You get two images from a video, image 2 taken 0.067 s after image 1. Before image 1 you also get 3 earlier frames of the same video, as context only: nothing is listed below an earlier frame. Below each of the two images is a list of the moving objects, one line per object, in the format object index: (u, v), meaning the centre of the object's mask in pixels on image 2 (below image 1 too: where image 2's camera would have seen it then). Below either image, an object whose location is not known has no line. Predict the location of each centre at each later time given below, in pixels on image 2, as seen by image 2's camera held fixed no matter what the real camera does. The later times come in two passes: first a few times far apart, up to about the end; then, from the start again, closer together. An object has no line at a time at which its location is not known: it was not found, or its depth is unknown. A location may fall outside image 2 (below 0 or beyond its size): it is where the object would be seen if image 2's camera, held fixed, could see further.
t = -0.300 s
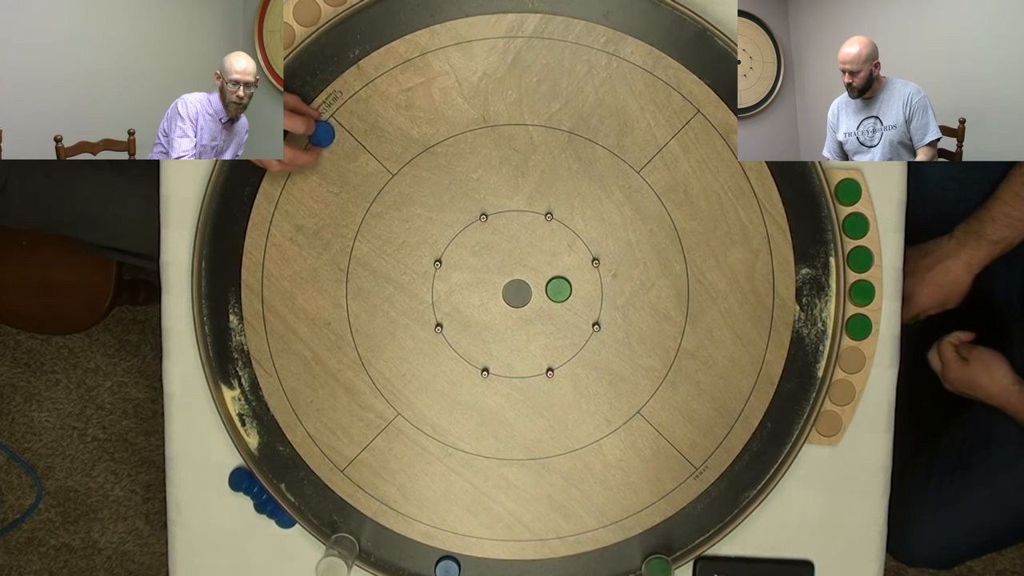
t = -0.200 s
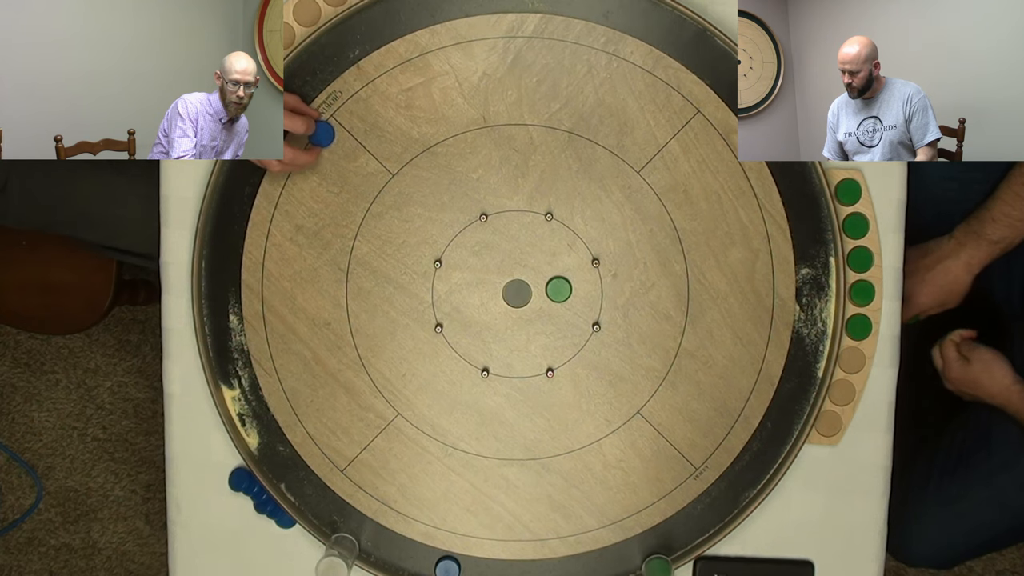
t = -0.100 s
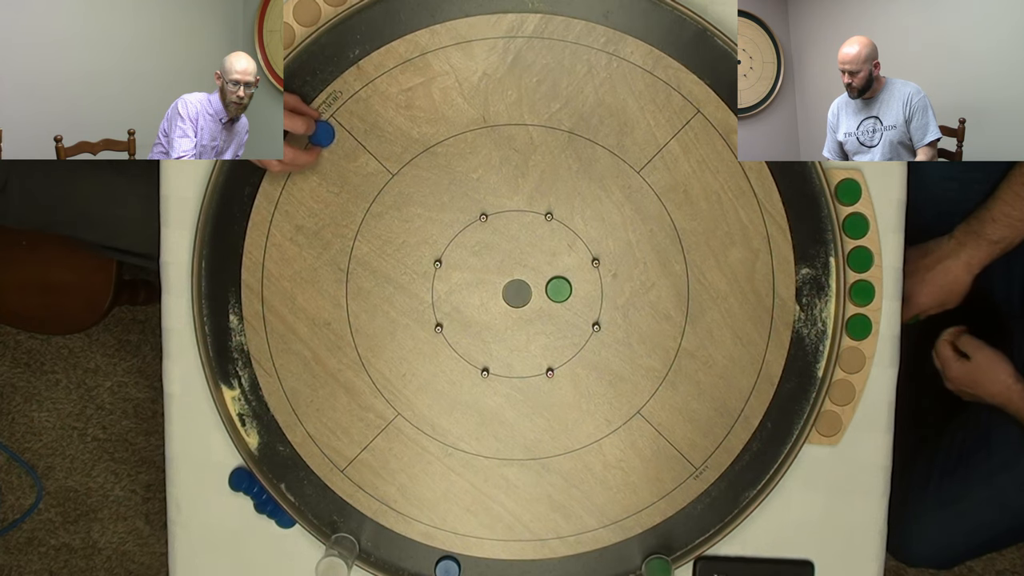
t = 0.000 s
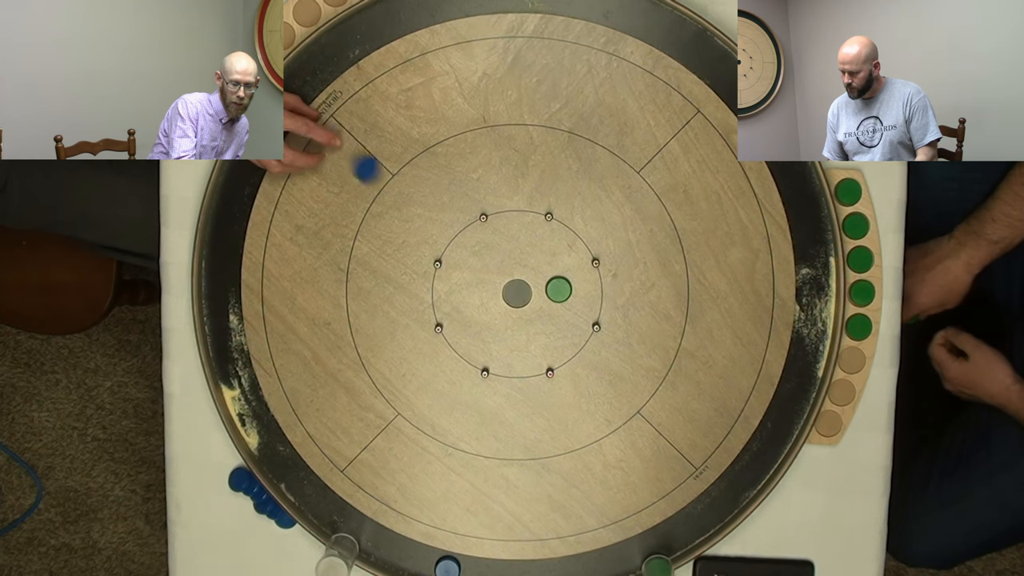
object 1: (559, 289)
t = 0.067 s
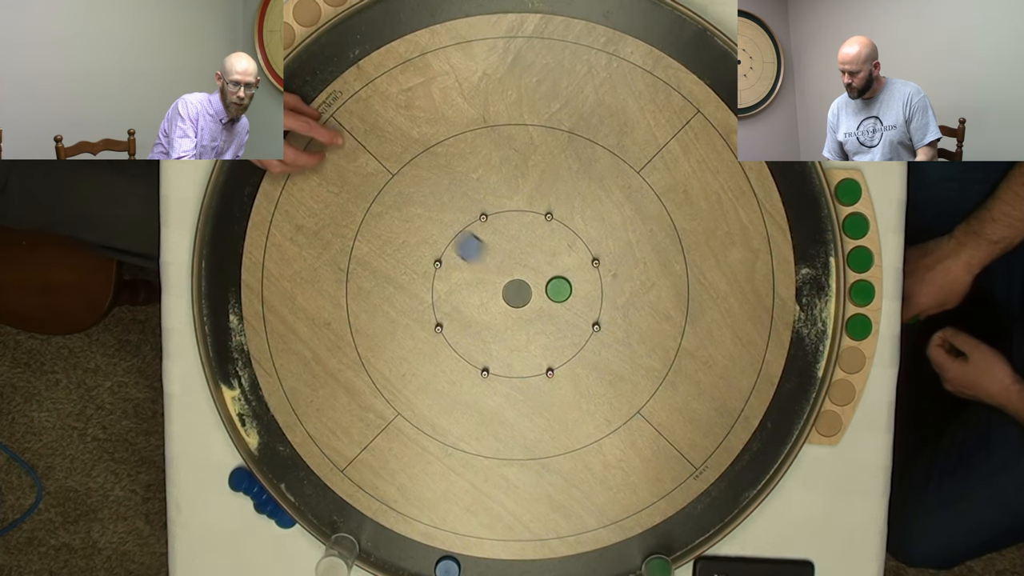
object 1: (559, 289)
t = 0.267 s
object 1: (696, 264)
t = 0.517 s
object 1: (805, 244)
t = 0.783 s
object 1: (815, 241)
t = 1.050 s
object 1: (817, 240)
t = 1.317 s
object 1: (817, 240)
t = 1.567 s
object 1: (817, 240)
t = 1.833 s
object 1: (817, 240)
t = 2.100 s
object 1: (817, 240)
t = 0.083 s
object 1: (558, 289)
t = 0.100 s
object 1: (559, 289)
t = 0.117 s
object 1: (564, 288)
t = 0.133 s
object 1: (581, 285)
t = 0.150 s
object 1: (596, 282)
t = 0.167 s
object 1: (612, 280)
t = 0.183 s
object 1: (626, 277)
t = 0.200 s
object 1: (641, 274)
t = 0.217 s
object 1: (655, 272)
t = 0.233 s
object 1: (669, 269)
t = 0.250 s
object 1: (683, 267)
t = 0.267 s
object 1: (696, 264)
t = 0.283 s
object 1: (708, 262)
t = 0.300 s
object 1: (720, 260)
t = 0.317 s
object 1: (732, 258)
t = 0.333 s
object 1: (743, 256)
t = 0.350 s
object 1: (754, 254)
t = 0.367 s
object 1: (764, 252)
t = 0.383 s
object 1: (774, 250)
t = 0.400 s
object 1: (784, 249)
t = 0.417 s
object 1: (793, 247)
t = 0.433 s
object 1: (802, 245)
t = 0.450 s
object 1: (810, 243)
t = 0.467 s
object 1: (818, 241)
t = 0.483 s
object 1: (814, 242)
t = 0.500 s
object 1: (809, 243)
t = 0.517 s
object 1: (805, 244)
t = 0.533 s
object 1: (808, 244)
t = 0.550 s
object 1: (811, 243)
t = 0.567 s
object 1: (816, 243)
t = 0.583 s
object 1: (819, 242)
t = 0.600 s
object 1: (817, 242)
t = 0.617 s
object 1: (813, 242)
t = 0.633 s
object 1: (810, 243)
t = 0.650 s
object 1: (808, 243)
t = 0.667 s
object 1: (805, 243)
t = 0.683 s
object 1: (805, 243)
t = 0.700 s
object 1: (807, 242)
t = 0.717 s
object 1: (809, 242)
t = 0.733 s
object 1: (811, 242)
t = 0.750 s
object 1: (812, 241)
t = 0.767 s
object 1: (814, 241)
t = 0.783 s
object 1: (815, 241)
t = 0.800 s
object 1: (816, 240)
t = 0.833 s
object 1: (818, 240)
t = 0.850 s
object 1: (819, 239)
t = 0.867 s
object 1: (819, 240)
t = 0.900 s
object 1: (818, 240)
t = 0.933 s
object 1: (817, 240)
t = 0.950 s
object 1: (817, 240)
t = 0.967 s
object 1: (817, 240)
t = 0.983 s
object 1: (817, 240)
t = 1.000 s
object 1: (817, 240)
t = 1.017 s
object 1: (817, 240)
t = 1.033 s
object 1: (817, 240)
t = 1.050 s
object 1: (817, 240)
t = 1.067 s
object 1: (817, 240)
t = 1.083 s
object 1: (817, 240)
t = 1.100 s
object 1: (817, 240)
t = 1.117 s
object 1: (817, 240)
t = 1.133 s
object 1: (817, 240)
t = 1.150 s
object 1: (817, 240)
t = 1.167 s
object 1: (817, 240)
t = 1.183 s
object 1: (817, 240)
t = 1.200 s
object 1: (817, 240)
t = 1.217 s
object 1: (817, 240)
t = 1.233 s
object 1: (817, 240)
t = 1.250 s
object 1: (817, 240)
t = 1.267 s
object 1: (817, 240)
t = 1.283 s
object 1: (817, 240)
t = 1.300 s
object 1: (817, 240)
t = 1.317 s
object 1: (817, 240)
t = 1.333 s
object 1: (817, 240)
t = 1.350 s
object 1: (817, 240)
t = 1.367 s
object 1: (817, 240)
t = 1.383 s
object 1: (817, 240)
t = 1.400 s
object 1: (817, 240)
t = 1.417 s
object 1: (817, 240)
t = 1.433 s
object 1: (817, 240)
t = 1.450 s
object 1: (817, 240)
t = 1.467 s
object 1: (817, 240)
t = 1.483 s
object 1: (817, 240)
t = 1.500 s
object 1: (817, 239)
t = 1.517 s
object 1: (817, 240)
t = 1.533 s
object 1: (817, 239)
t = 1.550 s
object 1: (817, 239)
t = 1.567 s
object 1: (817, 240)
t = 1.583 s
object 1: (817, 240)
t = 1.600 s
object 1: (817, 240)
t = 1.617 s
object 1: (817, 240)
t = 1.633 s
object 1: (817, 240)
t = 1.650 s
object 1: (817, 240)
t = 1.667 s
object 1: (817, 240)
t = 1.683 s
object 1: (817, 240)
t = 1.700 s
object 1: (817, 240)
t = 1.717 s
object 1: (817, 240)
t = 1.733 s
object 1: (817, 240)
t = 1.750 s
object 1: (817, 240)
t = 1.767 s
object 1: (817, 240)
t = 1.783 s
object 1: (817, 240)
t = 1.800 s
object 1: (817, 240)
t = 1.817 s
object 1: (817, 240)
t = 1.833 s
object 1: (817, 240)
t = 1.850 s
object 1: (817, 240)
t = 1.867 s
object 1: (817, 240)
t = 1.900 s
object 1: (817, 240)
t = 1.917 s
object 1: (817, 240)
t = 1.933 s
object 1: (817, 240)
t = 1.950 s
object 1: (817, 240)
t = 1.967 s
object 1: (817, 240)
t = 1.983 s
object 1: (817, 240)
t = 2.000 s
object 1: (817, 240)
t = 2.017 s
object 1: (817, 240)
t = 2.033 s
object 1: (817, 240)
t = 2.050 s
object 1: (817, 240)
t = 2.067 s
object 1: (817, 240)
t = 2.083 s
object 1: (817, 240)
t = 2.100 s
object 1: (817, 240)
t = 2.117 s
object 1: (817, 240)
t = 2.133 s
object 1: (817, 240)
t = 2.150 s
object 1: (817, 240)
